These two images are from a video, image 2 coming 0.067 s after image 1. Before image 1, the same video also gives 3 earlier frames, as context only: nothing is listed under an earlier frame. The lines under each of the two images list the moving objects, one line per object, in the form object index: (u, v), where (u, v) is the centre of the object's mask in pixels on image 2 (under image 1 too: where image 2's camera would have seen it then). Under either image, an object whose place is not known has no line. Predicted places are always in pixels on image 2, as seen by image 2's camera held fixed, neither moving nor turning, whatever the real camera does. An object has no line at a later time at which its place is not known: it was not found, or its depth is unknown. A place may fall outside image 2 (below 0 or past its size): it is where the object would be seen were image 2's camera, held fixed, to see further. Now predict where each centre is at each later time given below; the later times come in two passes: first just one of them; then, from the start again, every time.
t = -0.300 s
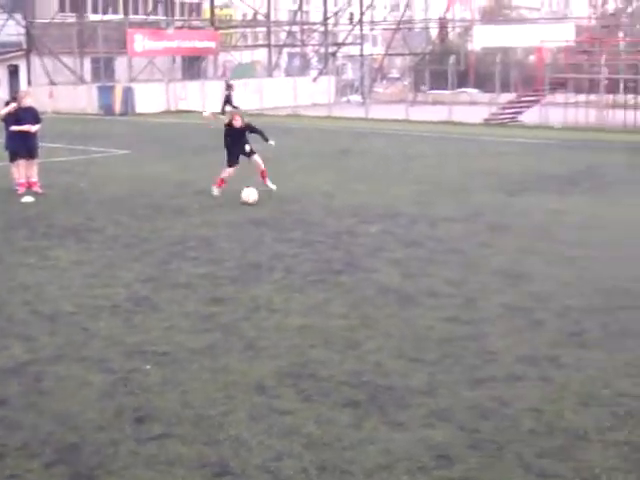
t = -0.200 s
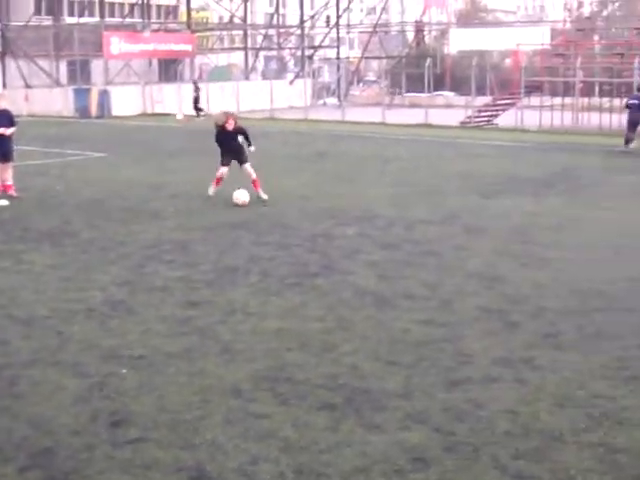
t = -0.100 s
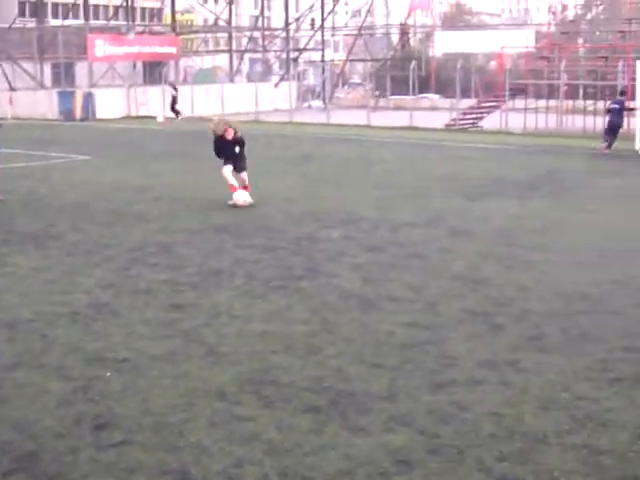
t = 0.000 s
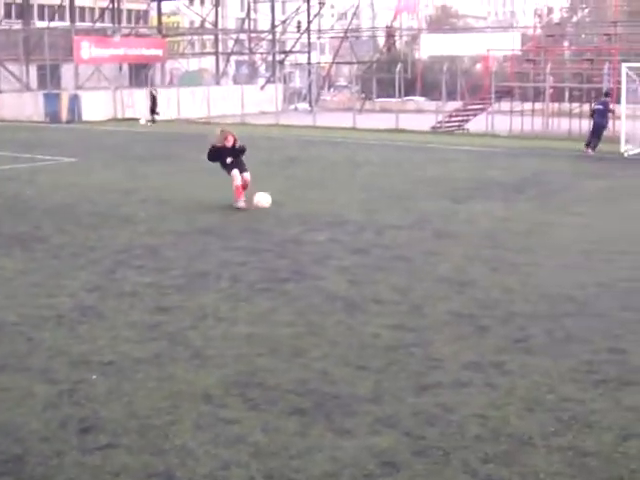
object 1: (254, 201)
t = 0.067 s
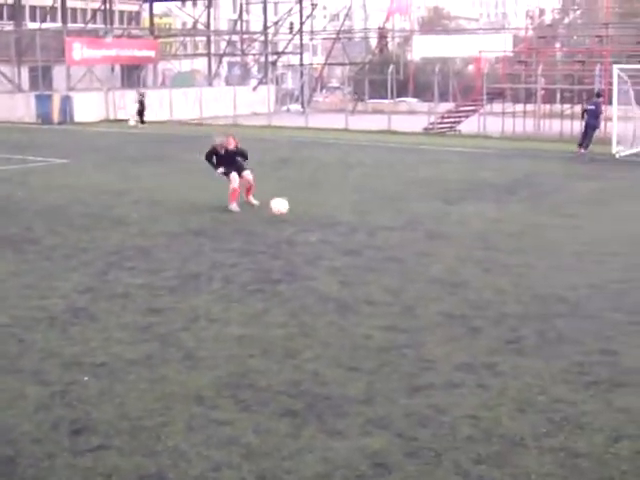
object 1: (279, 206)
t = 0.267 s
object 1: (360, 224)
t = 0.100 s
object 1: (292, 209)
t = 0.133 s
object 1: (305, 215)
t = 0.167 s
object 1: (319, 220)
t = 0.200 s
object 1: (332, 221)
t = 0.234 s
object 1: (346, 222)
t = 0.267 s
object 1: (360, 224)
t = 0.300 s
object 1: (374, 226)
